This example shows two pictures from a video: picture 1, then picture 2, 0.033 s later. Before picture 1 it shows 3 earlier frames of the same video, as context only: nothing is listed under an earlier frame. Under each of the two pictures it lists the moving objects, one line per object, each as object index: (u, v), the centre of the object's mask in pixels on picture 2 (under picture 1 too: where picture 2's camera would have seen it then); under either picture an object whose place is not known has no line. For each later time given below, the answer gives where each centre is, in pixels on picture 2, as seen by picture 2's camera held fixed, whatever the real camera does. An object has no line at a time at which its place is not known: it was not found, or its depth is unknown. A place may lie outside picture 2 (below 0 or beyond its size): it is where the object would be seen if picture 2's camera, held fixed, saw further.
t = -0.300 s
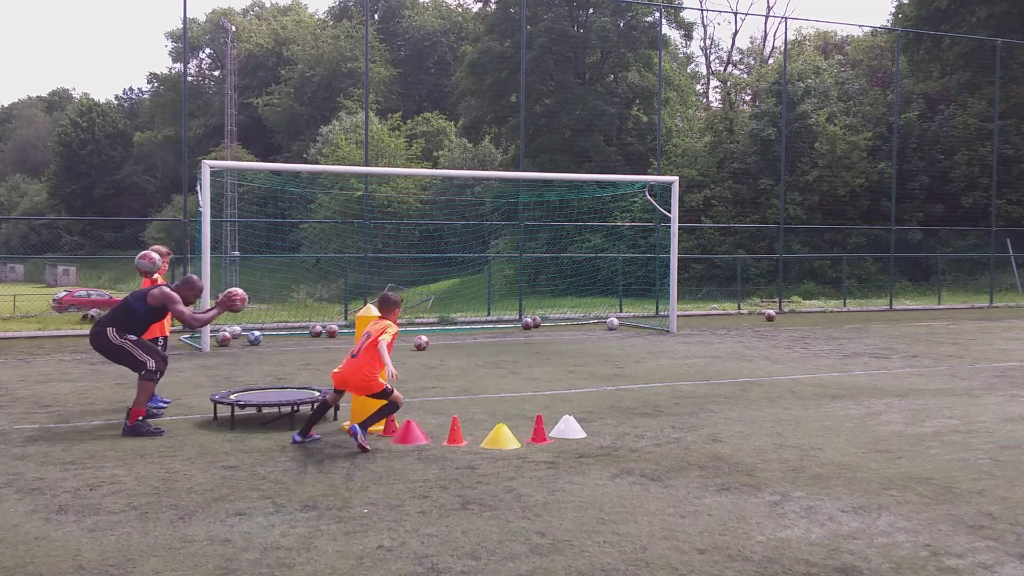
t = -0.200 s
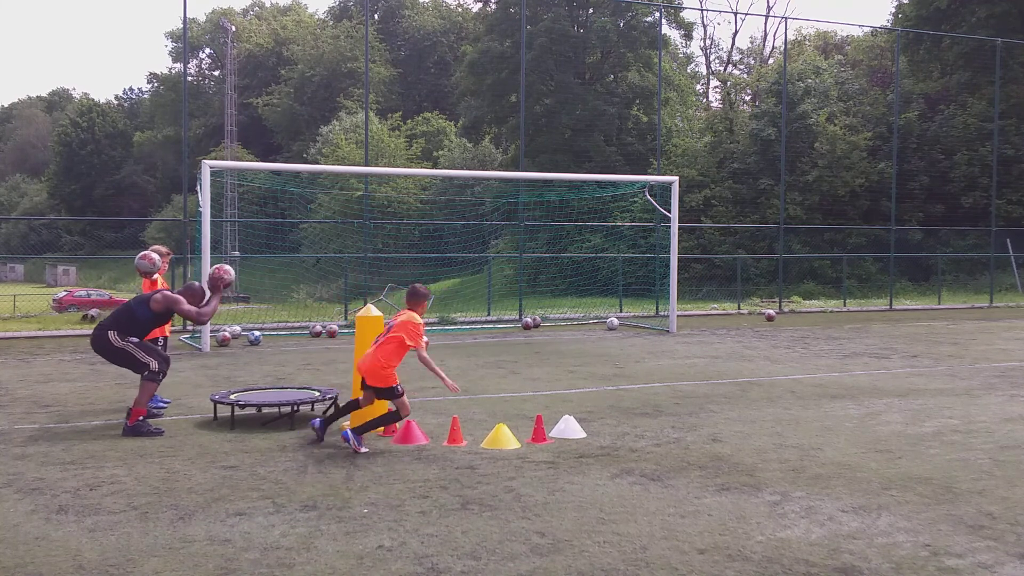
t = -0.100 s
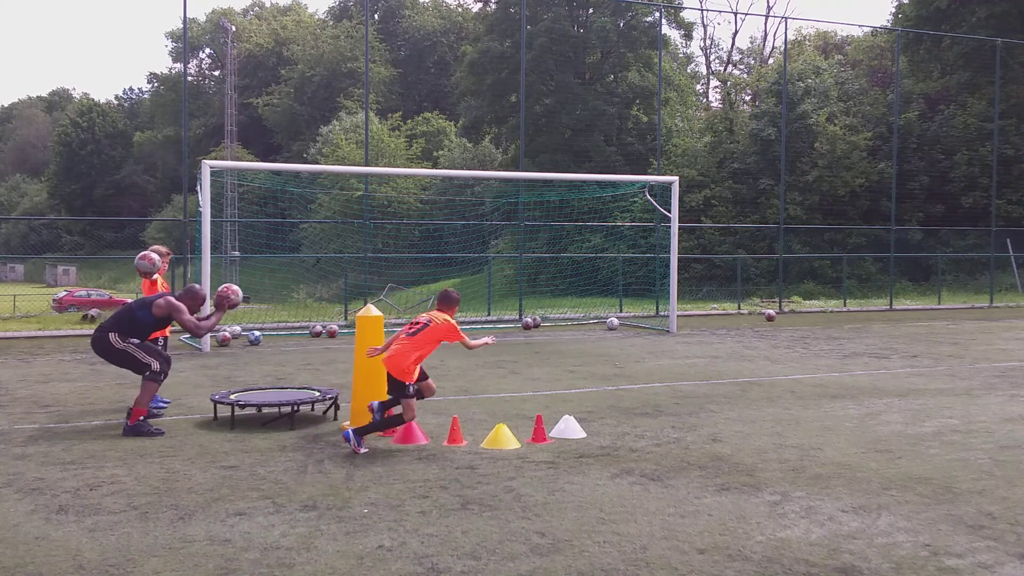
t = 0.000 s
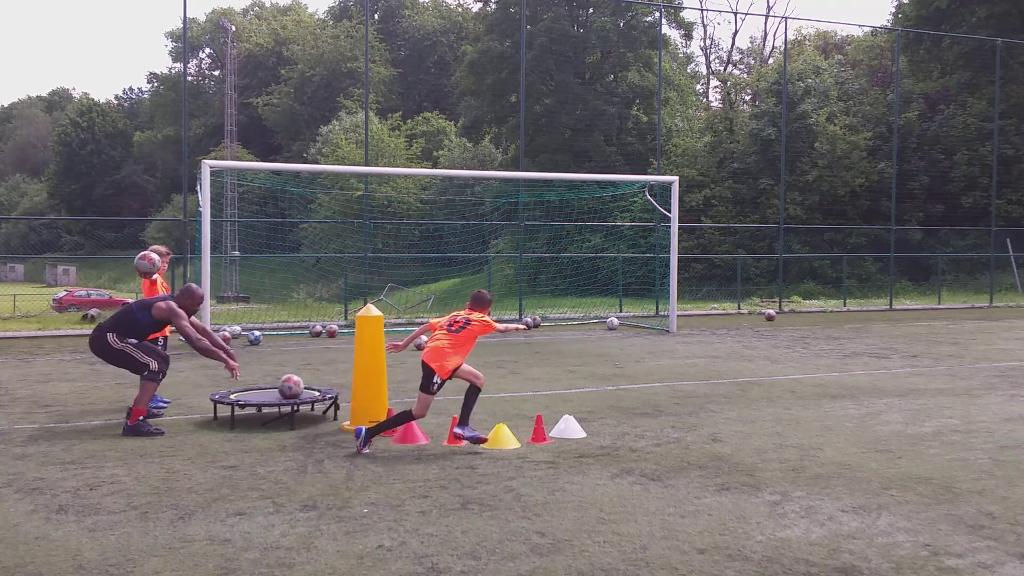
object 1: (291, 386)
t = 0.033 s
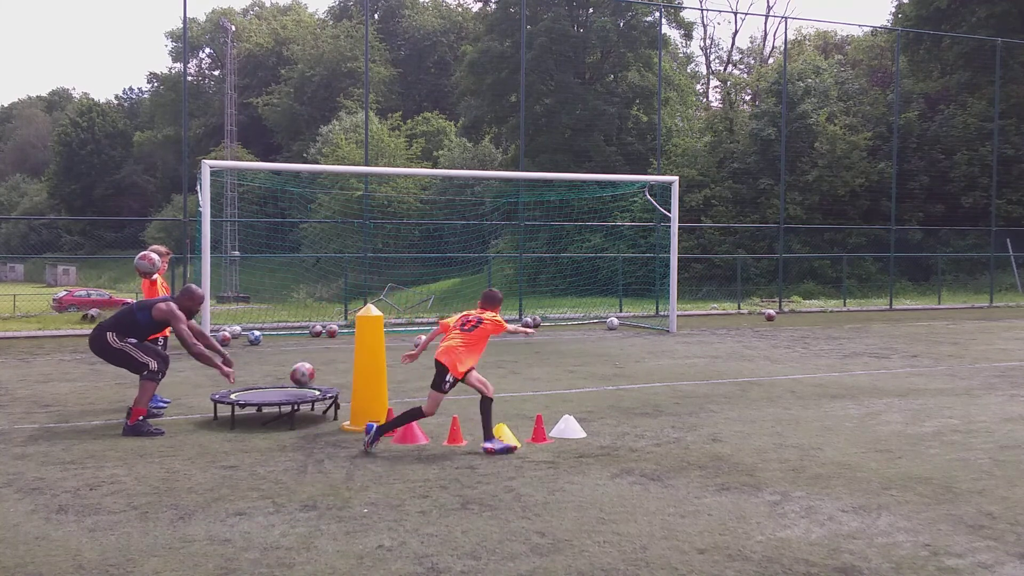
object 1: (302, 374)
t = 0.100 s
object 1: (322, 327)
